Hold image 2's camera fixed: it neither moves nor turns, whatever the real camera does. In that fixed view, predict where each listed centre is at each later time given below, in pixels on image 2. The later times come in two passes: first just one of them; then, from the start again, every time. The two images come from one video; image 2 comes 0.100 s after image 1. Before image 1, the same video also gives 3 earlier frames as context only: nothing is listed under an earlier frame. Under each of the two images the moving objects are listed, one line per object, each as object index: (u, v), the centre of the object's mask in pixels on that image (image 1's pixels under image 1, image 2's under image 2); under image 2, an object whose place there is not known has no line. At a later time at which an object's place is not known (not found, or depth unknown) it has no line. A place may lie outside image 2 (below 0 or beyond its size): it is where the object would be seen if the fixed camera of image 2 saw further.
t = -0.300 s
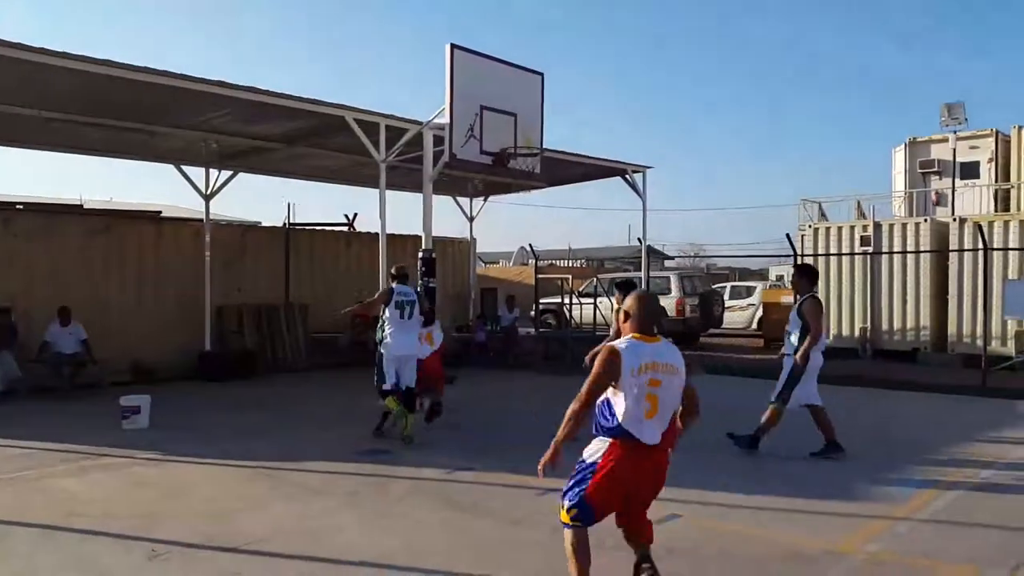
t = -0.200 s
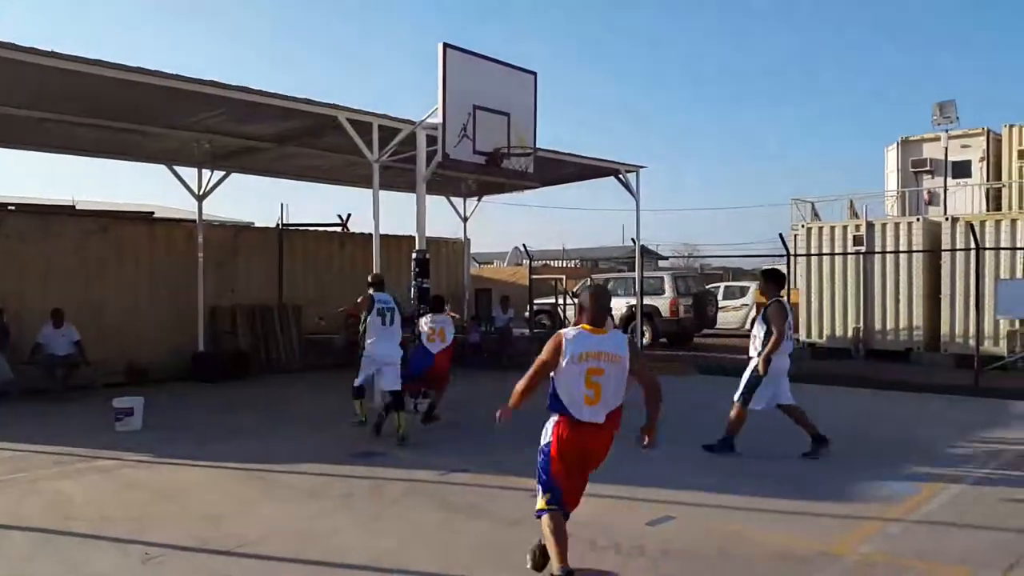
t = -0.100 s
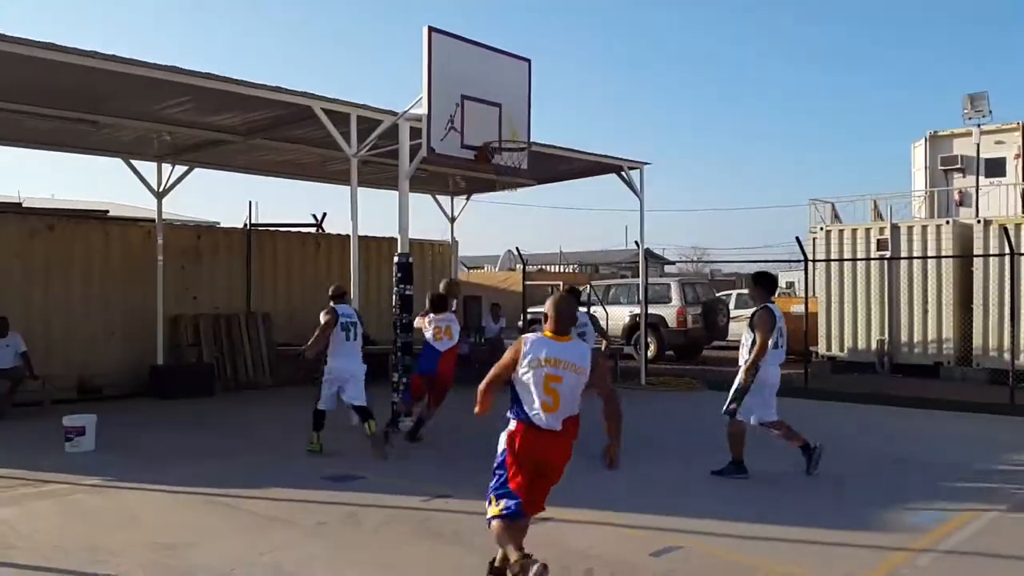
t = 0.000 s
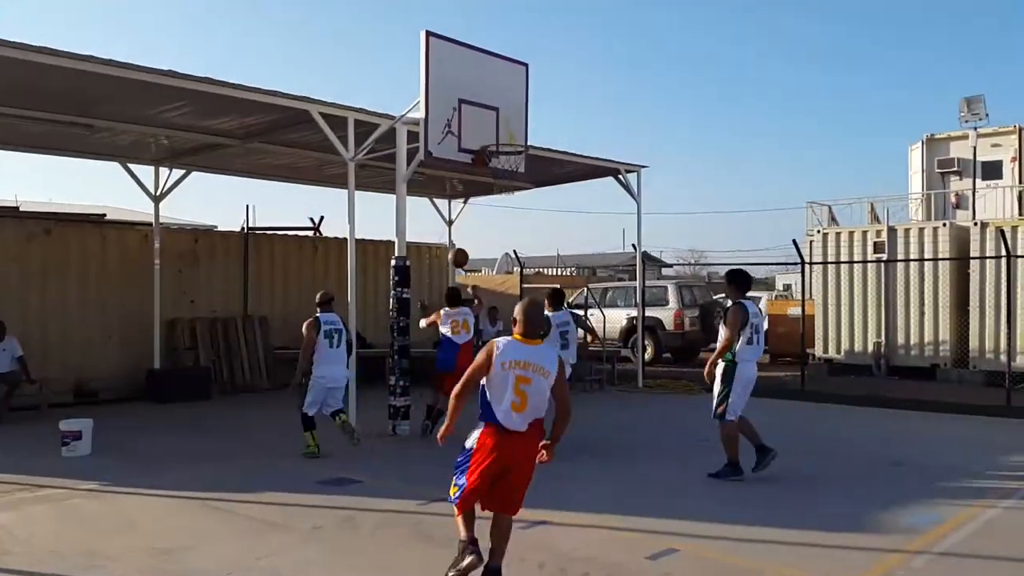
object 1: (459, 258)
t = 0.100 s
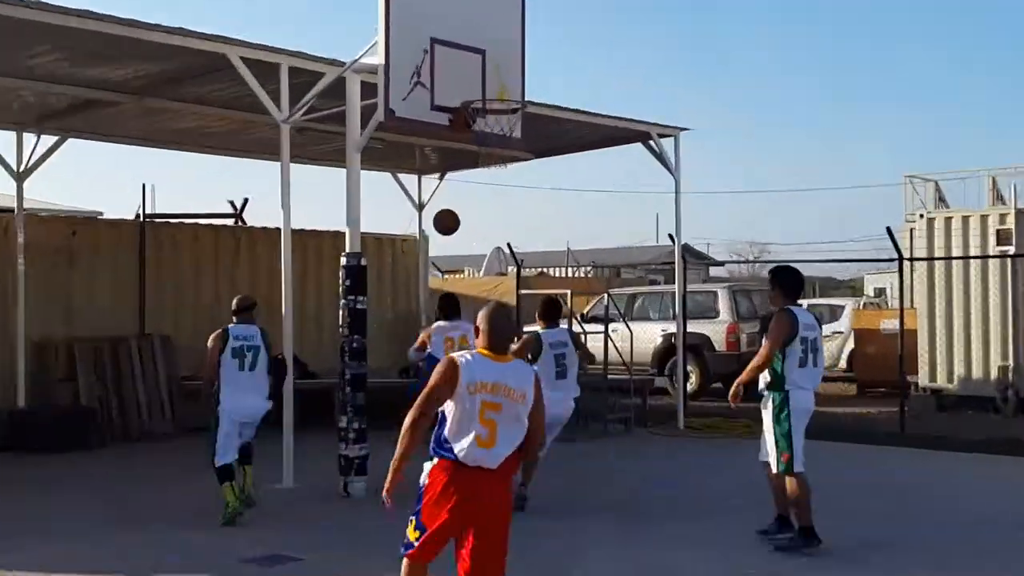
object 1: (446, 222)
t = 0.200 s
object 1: (460, 203)
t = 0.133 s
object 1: (451, 214)
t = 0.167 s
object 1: (456, 207)
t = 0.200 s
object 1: (460, 203)
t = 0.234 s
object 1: (465, 199)
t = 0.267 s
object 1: (469, 196)
